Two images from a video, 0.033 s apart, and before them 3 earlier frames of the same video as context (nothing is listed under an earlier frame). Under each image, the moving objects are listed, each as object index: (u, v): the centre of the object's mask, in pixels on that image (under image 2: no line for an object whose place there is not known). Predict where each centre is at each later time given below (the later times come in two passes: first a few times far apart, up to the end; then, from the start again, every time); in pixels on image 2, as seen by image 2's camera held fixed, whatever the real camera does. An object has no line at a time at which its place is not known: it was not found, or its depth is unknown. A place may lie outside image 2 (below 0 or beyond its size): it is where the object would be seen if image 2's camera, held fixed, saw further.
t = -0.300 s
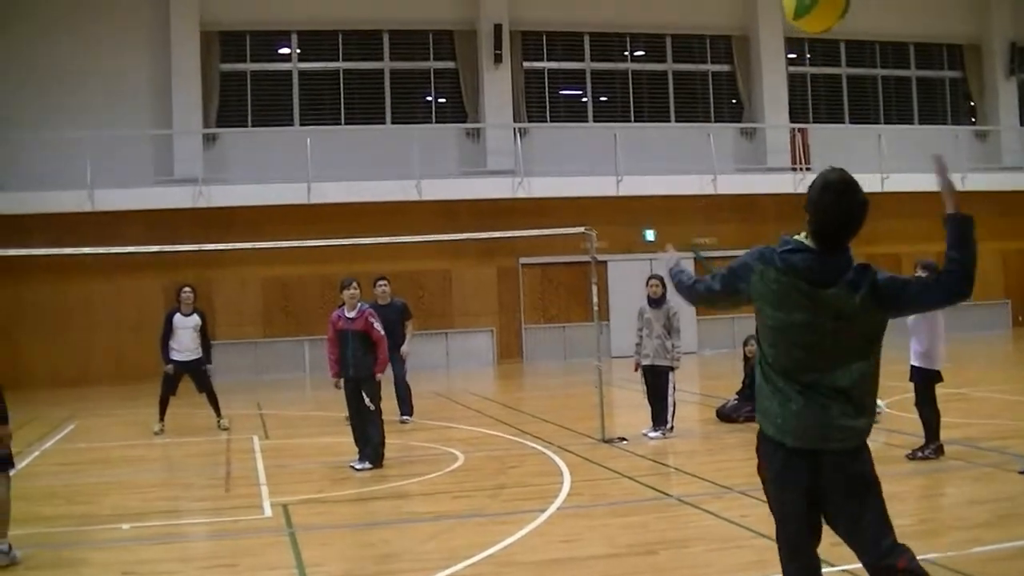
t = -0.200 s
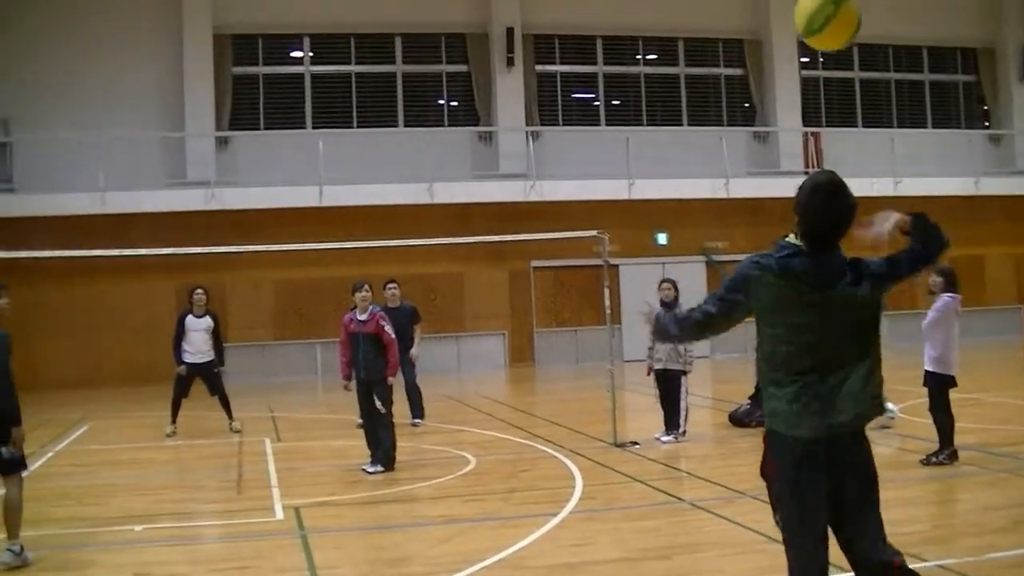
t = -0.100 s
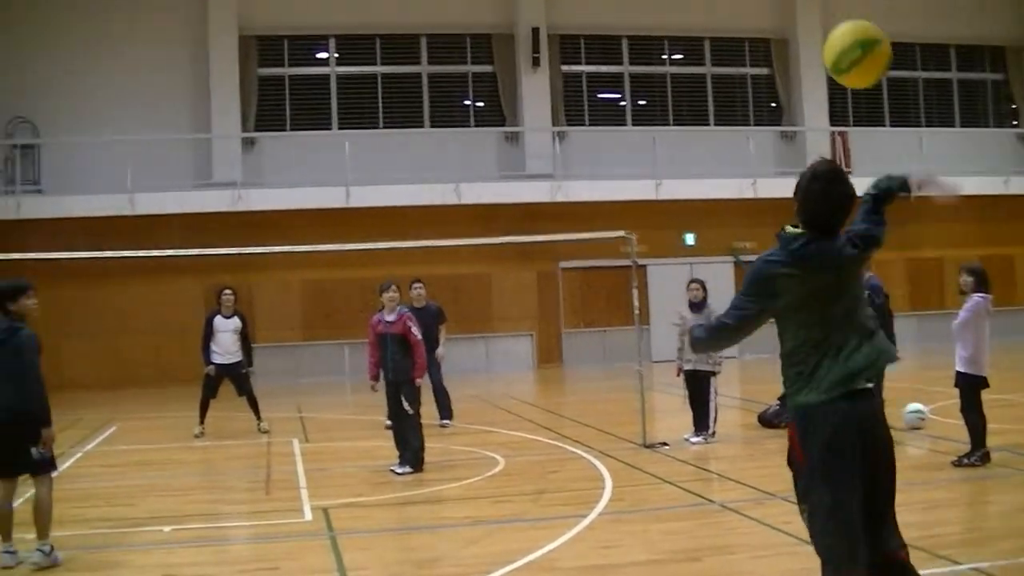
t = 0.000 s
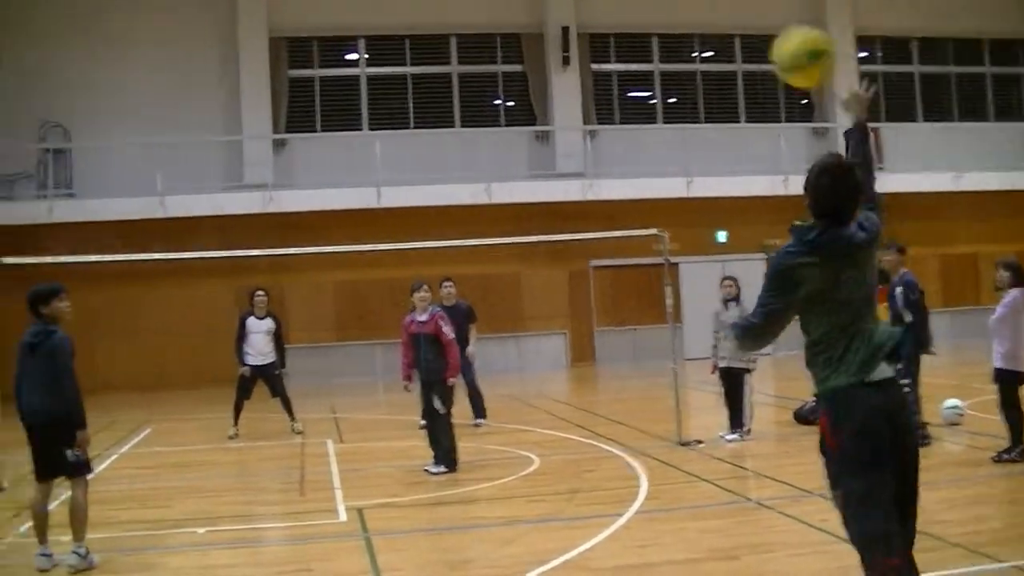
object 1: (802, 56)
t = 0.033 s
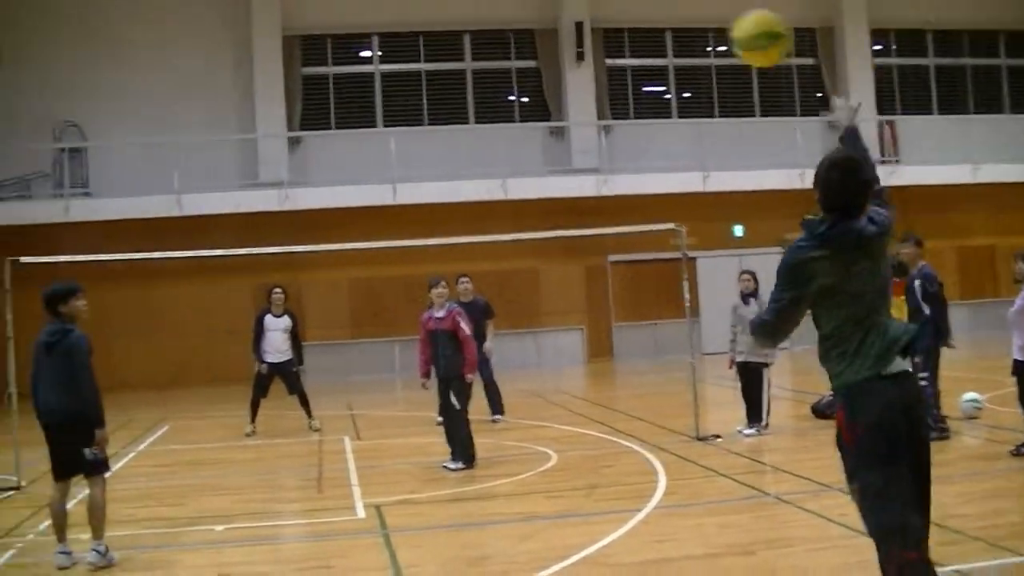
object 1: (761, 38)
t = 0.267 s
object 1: (488, 29)
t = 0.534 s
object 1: (332, 88)
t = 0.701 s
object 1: (268, 148)
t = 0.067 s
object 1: (707, 29)
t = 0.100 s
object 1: (660, 26)
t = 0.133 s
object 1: (619, 25)
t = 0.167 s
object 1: (582, 24)
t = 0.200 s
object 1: (547, 25)
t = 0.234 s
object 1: (517, 26)
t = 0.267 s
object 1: (488, 29)
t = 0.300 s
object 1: (461, 32)
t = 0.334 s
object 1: (438, 37)
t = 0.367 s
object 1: (415, 43)
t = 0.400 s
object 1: (398, 50)
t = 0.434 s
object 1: (380, 59)
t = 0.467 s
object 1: (364, 68)
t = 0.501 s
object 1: (347, 78)
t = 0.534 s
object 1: (332, 88)
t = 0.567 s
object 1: (319, 100)
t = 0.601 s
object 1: (306, 112)
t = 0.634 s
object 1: (295, 124)
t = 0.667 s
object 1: (281, 136)
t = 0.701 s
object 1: (268, 148)
